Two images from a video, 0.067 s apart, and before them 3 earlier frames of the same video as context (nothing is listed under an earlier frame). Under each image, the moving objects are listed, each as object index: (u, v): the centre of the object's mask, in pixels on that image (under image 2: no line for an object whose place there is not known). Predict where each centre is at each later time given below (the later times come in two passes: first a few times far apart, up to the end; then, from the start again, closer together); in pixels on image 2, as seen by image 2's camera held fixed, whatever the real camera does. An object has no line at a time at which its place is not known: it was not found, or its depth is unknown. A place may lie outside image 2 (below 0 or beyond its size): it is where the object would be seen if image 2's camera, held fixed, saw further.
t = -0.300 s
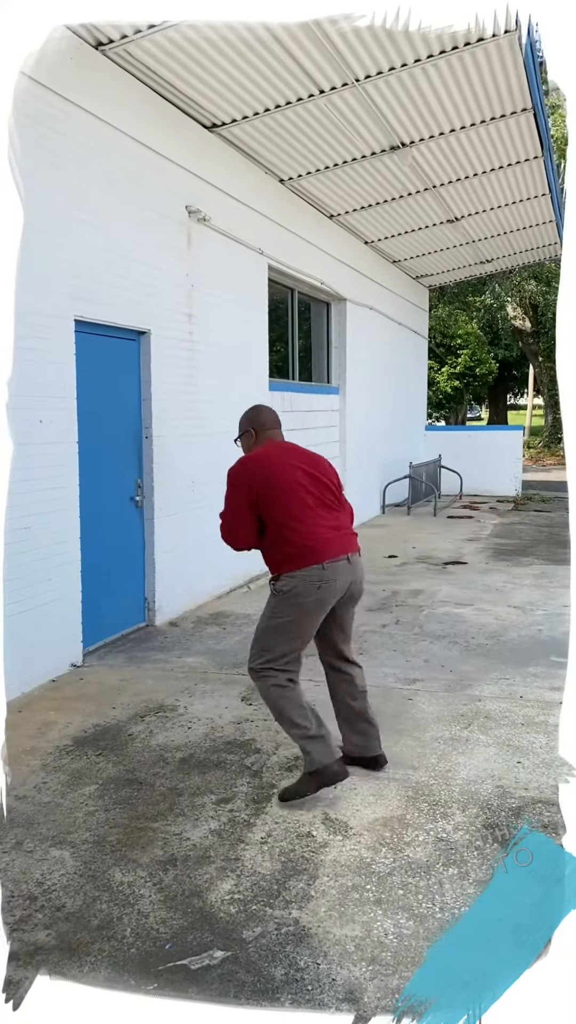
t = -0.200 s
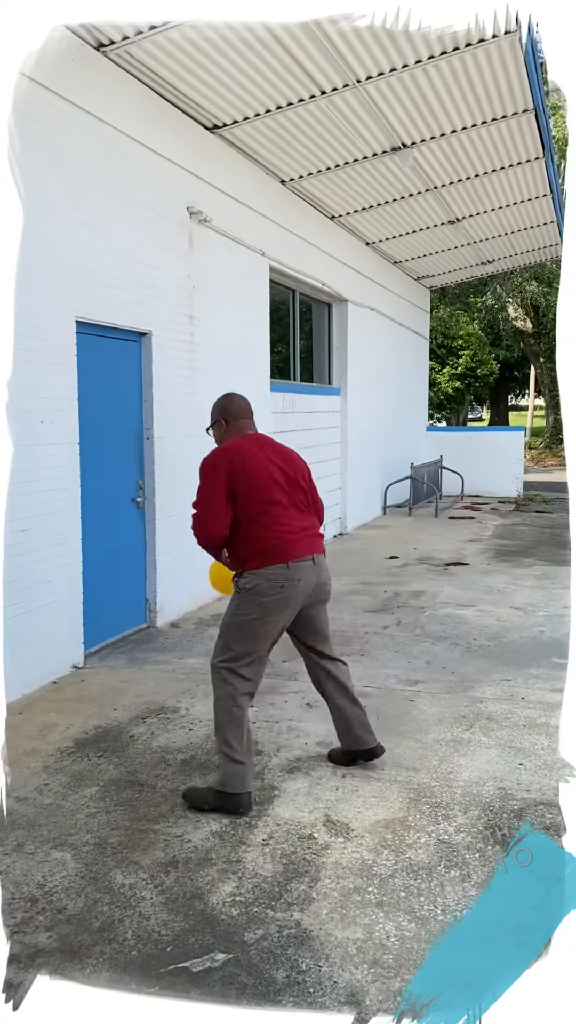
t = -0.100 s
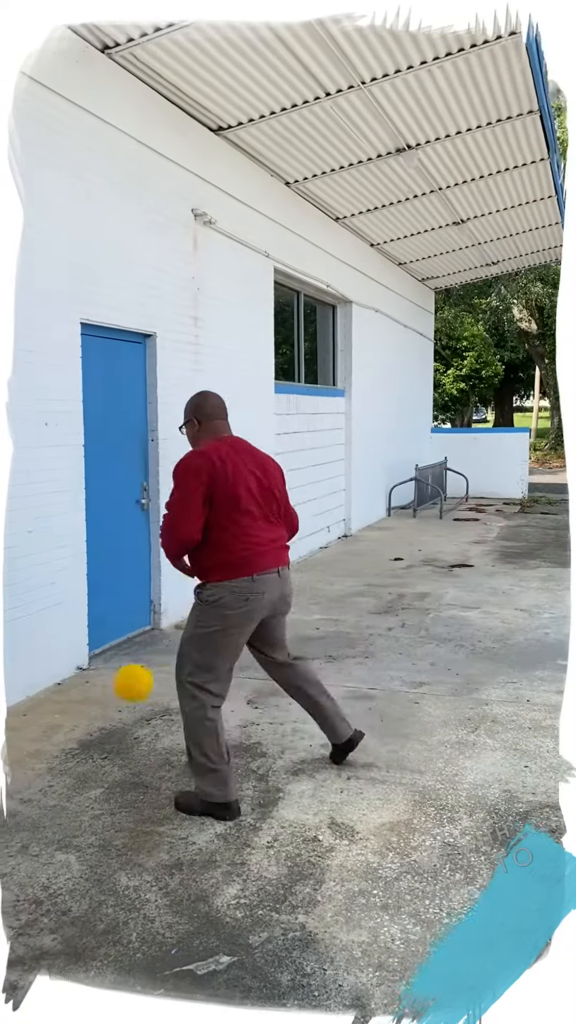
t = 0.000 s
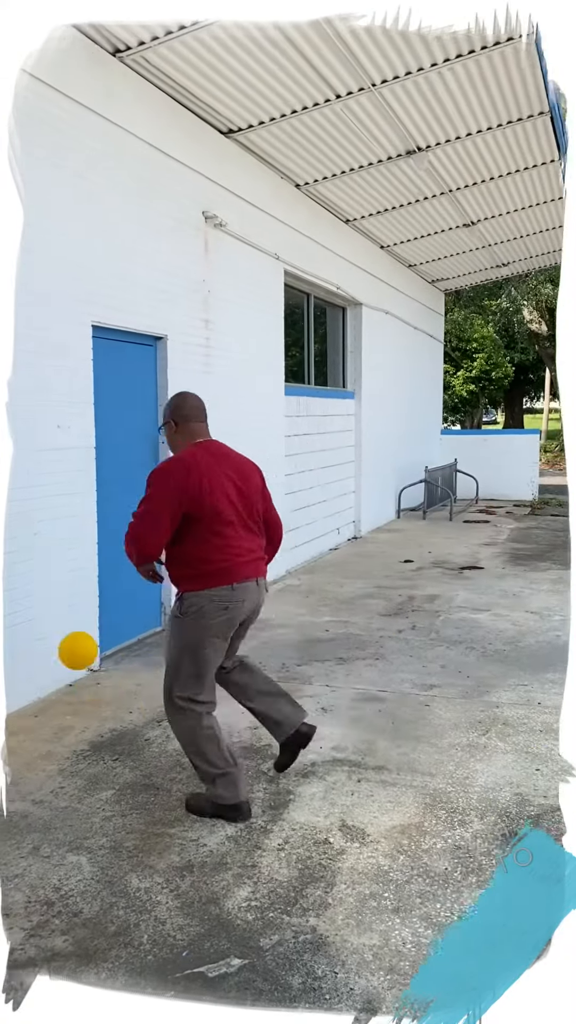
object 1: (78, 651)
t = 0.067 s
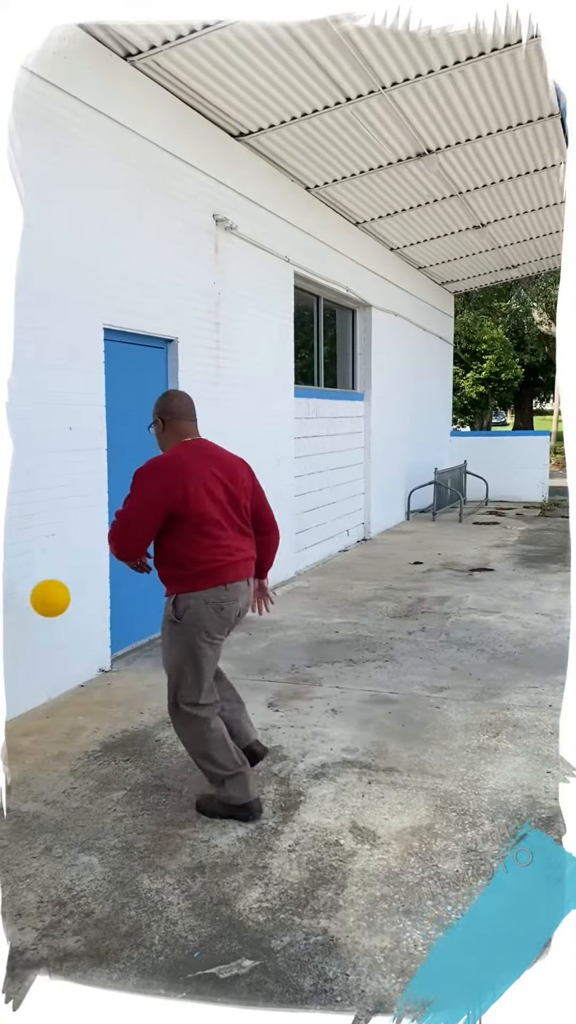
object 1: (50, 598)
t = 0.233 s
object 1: (40, 510)
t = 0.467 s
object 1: (143, 474)
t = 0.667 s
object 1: (228, 529)
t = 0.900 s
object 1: (338, 697)
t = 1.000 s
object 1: (375, 752)
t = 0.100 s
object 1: (31, 575)
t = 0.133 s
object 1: (10, 555)
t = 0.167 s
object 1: (19, 539)
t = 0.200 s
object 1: (32, 524)
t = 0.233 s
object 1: (40, 510)
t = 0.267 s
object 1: (45, 492)
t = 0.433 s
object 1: (135, 467)
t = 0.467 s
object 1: (143, 474)
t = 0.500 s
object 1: (154, 478)
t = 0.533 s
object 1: (168, 484)
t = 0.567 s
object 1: (183, 491)
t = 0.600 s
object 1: (197, 501)
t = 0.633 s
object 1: (212, 514)
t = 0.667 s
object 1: (228, 529)
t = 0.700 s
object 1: (243, 546)
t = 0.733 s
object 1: (259, 565)
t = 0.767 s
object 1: (275, 586)
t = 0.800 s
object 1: (290, 611)
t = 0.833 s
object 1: (305, 637)
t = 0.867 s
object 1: (321, 666)
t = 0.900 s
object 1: (338, 697)
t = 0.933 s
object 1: (355, 731)
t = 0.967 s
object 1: (372, 768)
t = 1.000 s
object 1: (375, 752)
